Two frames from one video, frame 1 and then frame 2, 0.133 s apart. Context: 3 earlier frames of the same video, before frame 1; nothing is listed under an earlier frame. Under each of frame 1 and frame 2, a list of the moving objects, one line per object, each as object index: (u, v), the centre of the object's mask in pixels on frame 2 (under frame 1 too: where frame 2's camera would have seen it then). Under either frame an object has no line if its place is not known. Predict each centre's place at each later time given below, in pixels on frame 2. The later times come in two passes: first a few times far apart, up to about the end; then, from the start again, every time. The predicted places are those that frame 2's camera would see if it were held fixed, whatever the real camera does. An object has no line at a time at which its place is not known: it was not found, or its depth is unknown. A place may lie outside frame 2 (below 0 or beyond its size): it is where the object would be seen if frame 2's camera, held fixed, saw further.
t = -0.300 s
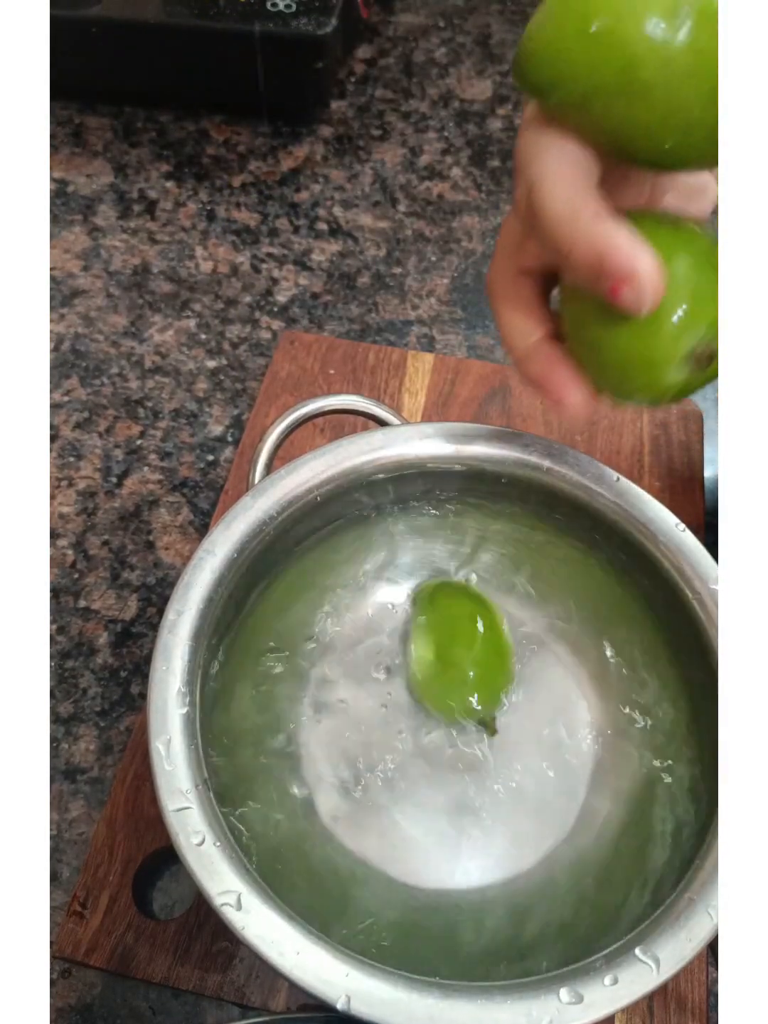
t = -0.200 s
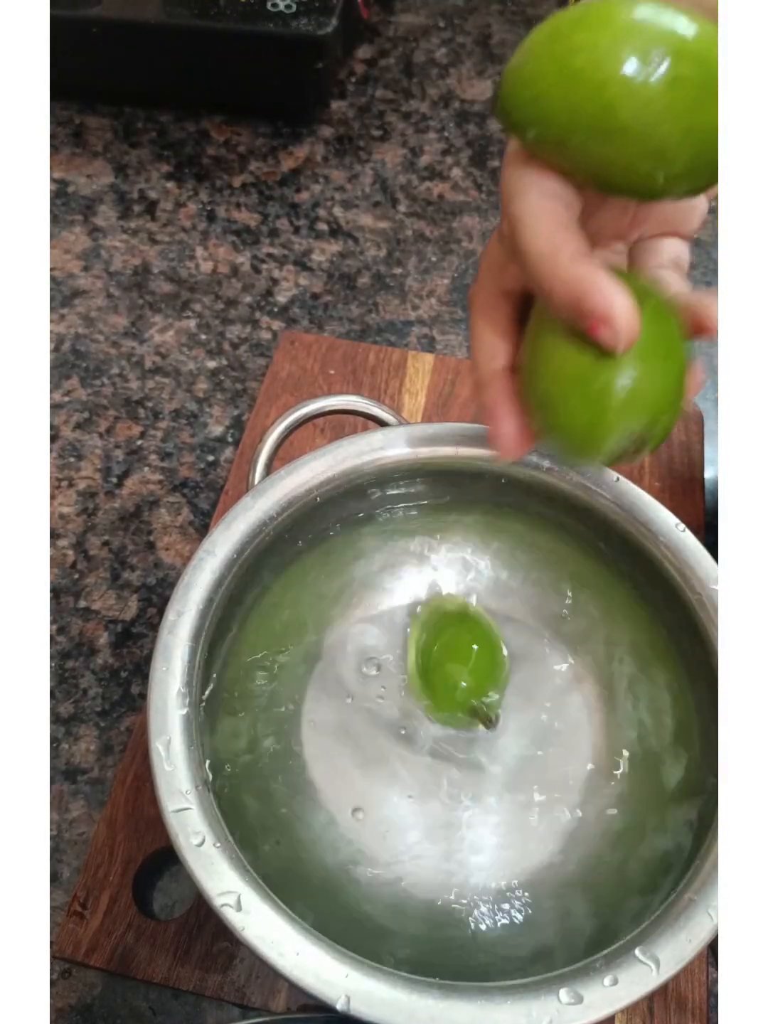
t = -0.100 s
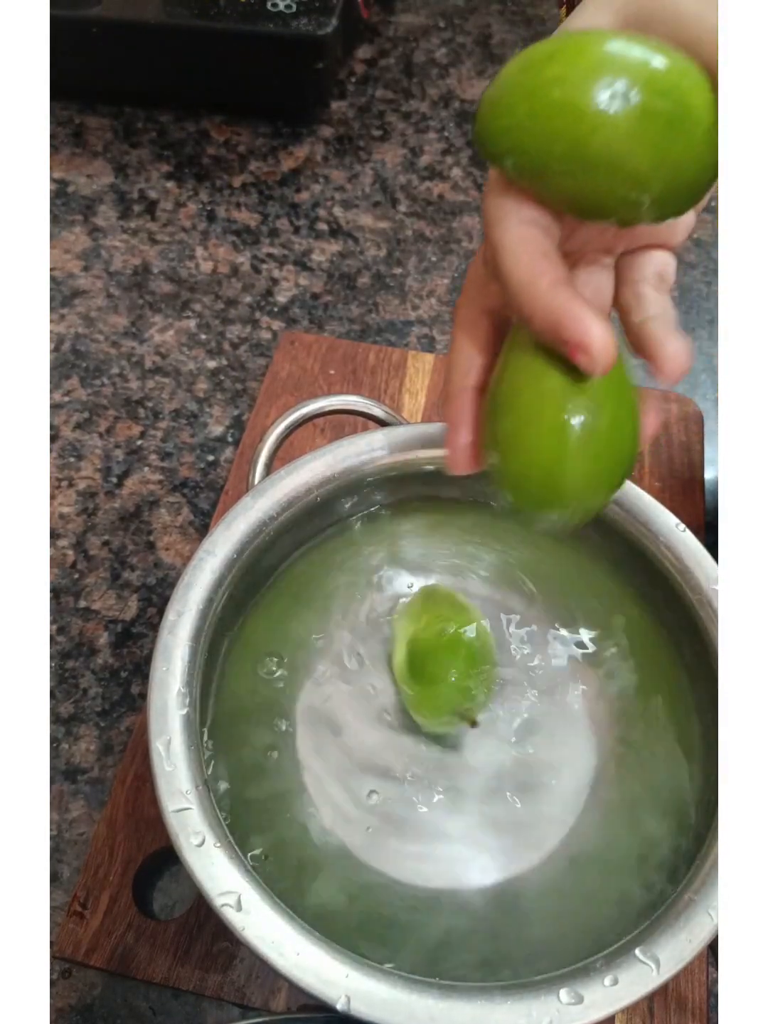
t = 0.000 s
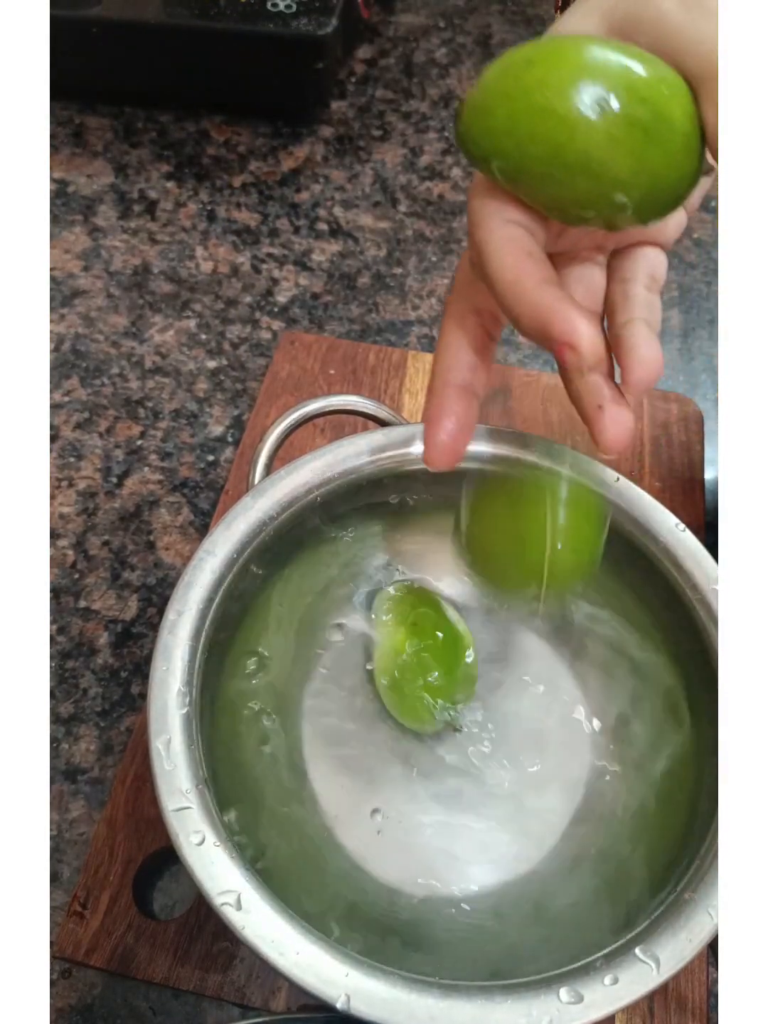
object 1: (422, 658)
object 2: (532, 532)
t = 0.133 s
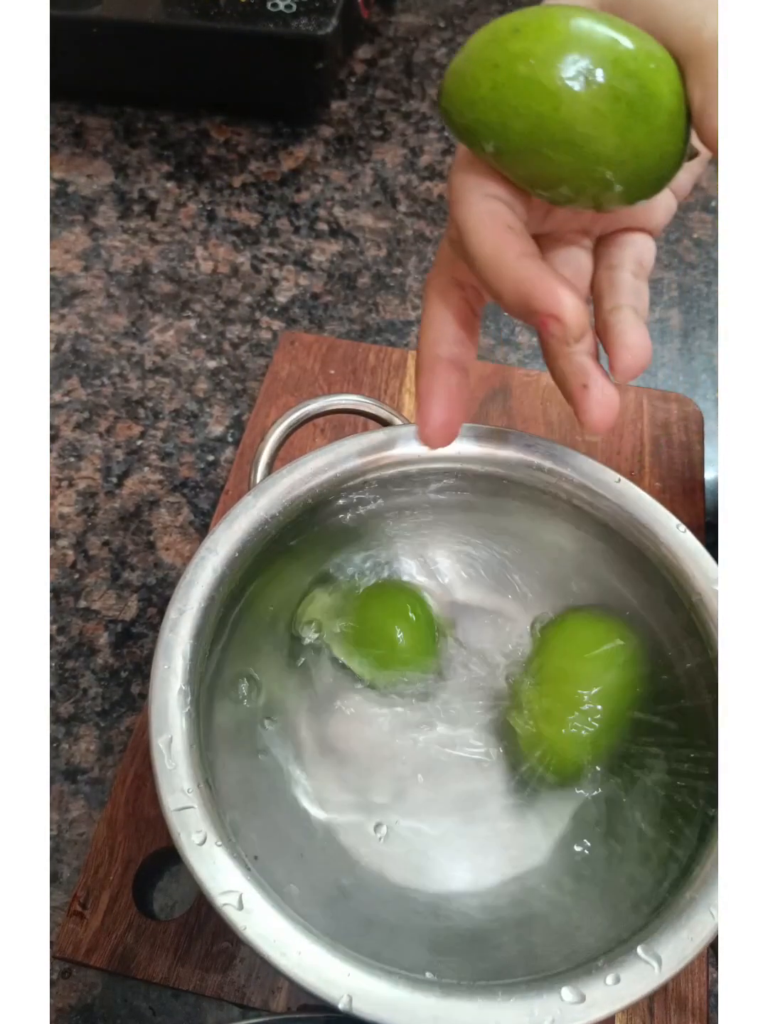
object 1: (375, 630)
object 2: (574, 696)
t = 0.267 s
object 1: (345, 612)
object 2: (610, 699)
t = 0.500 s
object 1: (338, 600)
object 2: (535, 748)
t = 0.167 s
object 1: (363, 616)
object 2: (608, 683)
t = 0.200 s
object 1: (356, 613)
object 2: (630, 681)
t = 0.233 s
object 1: (348, 612)
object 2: (625, 689)
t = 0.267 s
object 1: (345, 612)
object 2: (610, 699)
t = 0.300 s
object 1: (350, 607)
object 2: (593, 707)
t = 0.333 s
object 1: (352, 605)
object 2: (580, 712)
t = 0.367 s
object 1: (352, 602)
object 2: (563, 727)
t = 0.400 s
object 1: (347, 600)
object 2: (556, 734)
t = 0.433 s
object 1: (342, 600)
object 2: (548, 743)
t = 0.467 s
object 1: (340, 599)
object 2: (543, 746)
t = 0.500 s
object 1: (338, 600)
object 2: (535, 748)
